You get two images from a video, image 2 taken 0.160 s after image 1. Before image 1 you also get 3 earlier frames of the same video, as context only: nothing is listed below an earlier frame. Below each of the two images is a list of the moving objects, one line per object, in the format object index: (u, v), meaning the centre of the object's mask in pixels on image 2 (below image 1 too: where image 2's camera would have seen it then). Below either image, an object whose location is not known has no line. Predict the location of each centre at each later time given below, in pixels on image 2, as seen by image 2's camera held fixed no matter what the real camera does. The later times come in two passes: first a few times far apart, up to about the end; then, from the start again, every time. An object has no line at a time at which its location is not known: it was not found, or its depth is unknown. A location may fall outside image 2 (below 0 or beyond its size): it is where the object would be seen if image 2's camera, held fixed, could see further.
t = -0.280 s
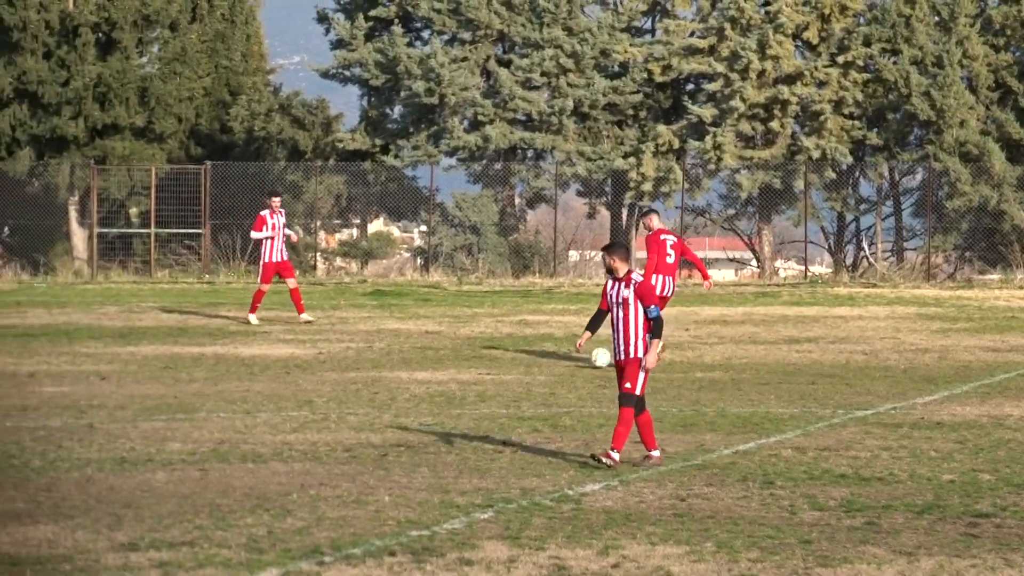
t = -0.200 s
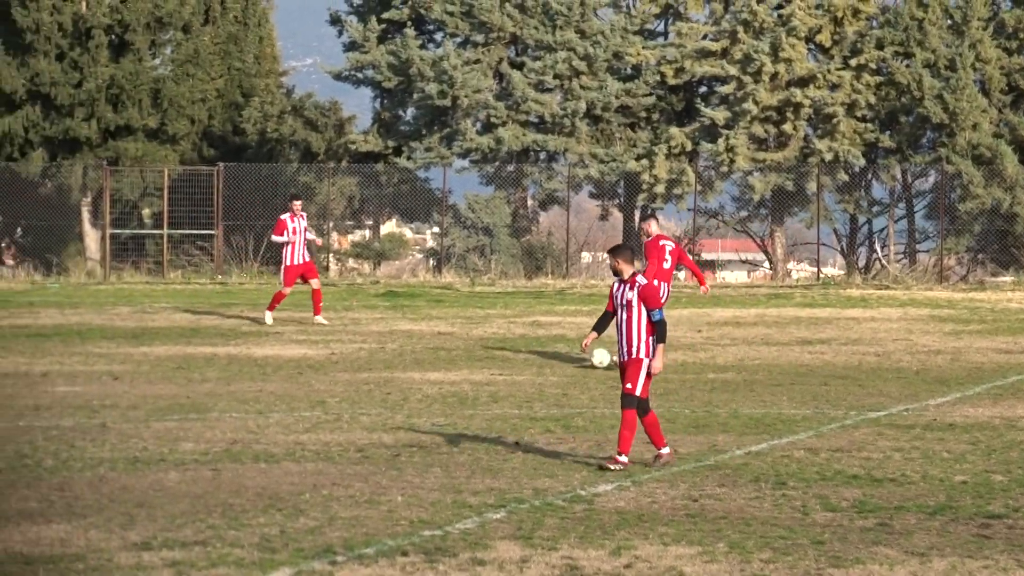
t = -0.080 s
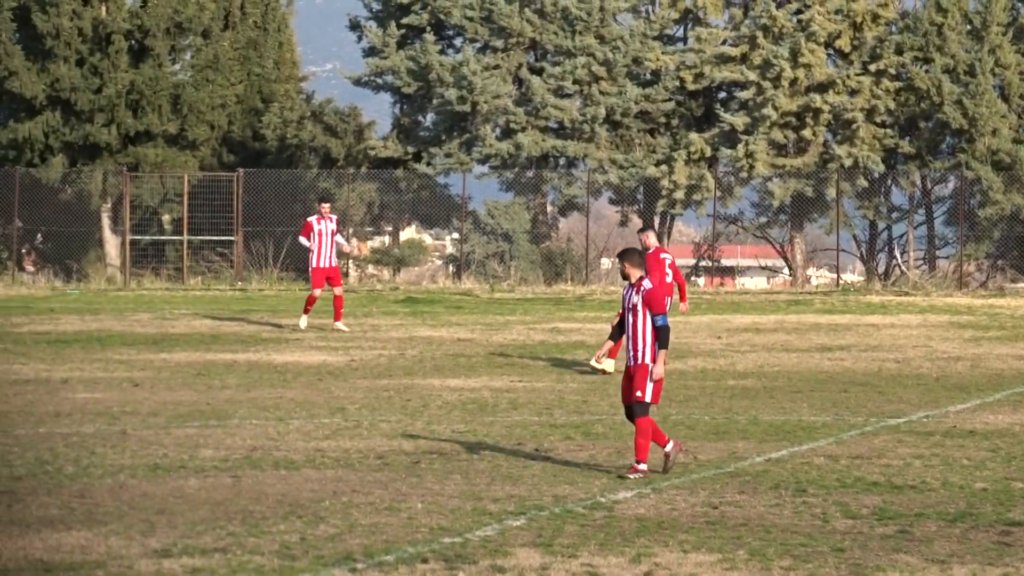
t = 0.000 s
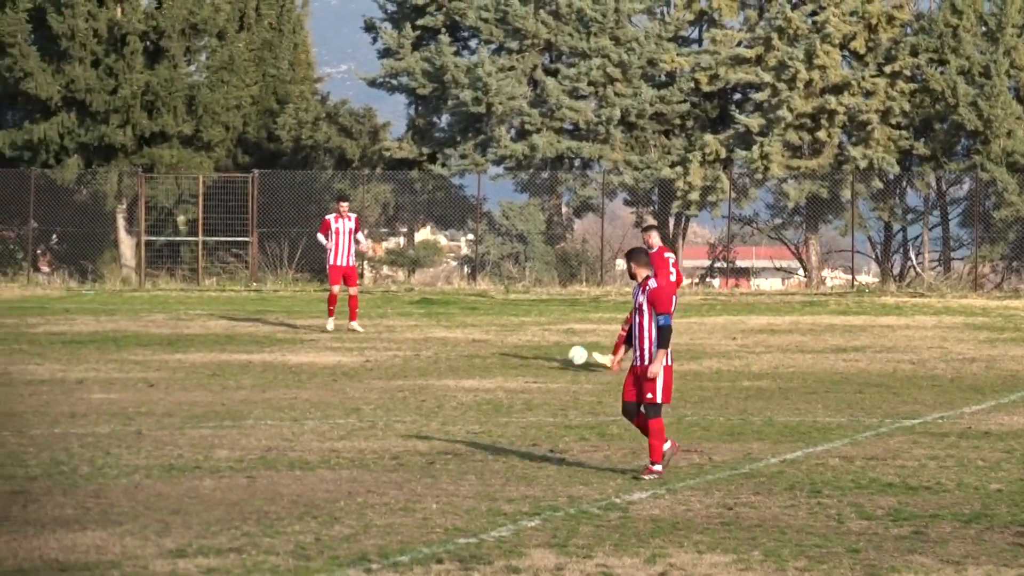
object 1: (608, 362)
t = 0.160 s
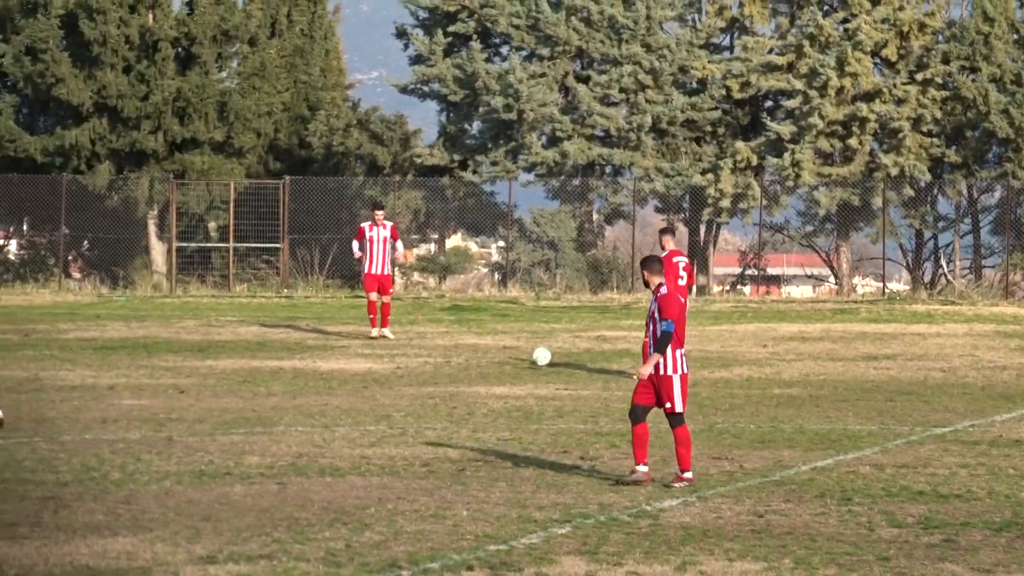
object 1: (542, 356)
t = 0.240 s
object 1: (514, 355)
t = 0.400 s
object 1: (467, 347)
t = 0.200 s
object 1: (526, 359)
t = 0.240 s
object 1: (514, 355)
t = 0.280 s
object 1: (501, 352)
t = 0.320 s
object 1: (489, 351)
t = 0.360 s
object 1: (477, 351)
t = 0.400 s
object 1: (467, 347)
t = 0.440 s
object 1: (457, 340)
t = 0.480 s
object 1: (447, 335)
